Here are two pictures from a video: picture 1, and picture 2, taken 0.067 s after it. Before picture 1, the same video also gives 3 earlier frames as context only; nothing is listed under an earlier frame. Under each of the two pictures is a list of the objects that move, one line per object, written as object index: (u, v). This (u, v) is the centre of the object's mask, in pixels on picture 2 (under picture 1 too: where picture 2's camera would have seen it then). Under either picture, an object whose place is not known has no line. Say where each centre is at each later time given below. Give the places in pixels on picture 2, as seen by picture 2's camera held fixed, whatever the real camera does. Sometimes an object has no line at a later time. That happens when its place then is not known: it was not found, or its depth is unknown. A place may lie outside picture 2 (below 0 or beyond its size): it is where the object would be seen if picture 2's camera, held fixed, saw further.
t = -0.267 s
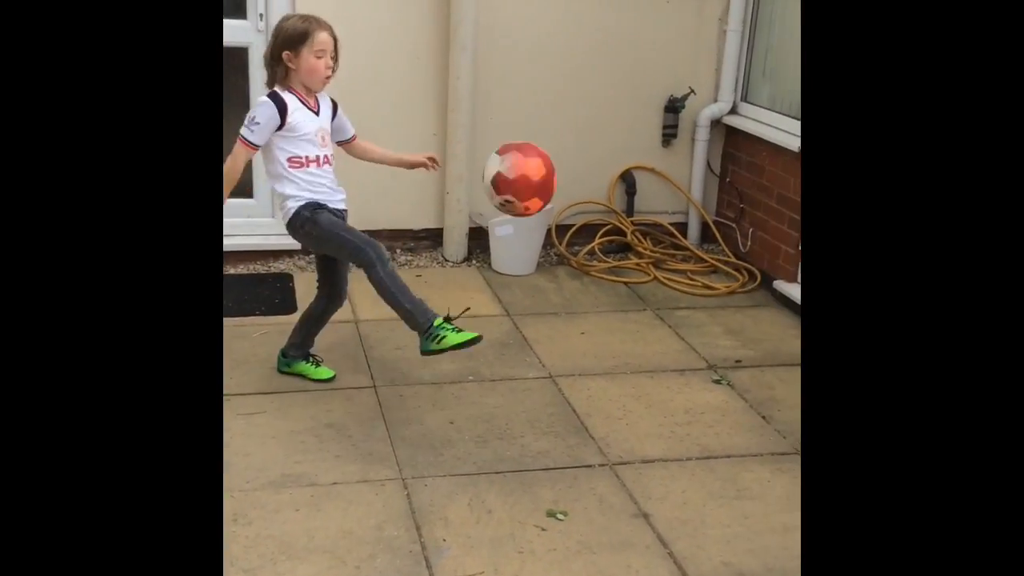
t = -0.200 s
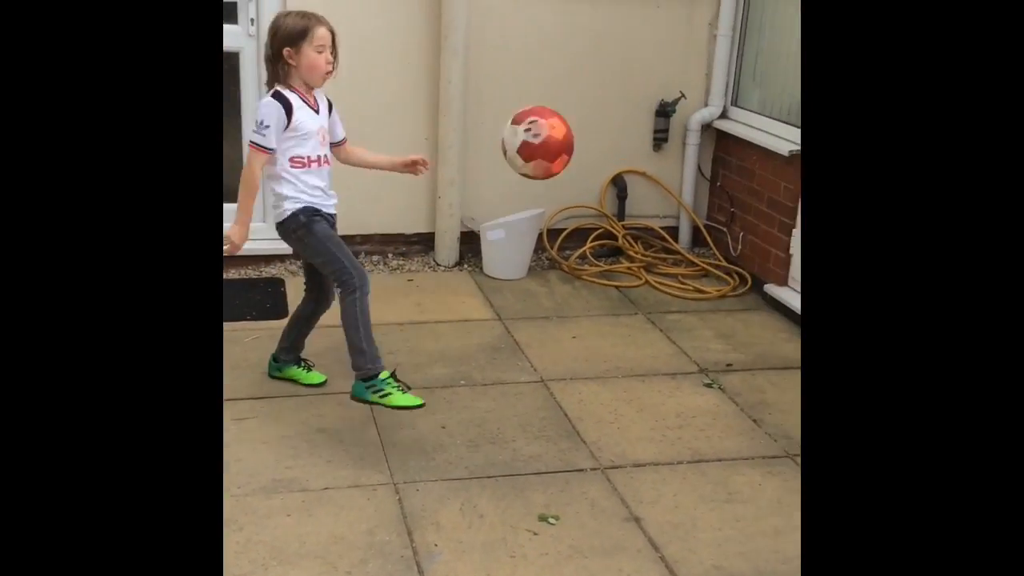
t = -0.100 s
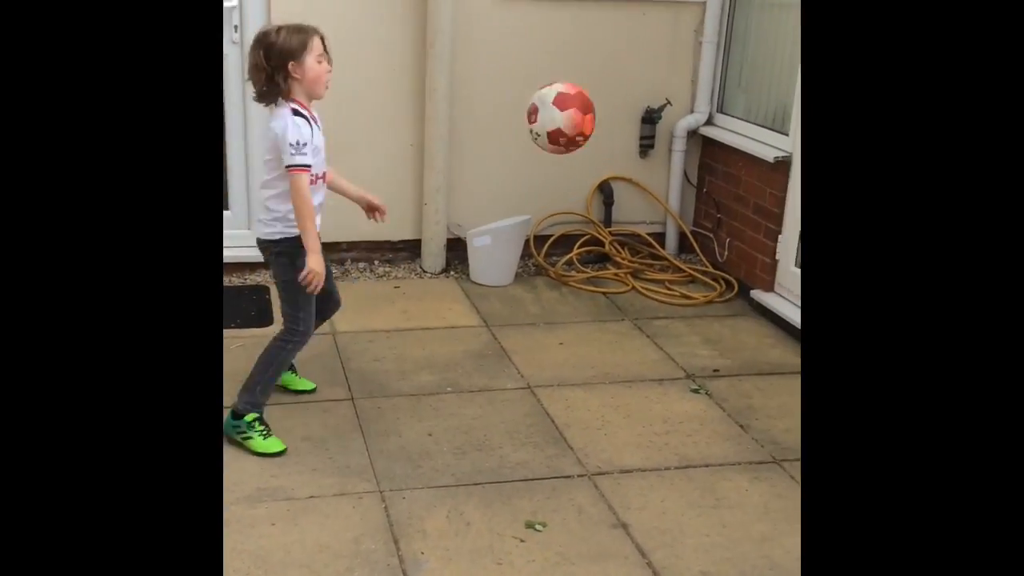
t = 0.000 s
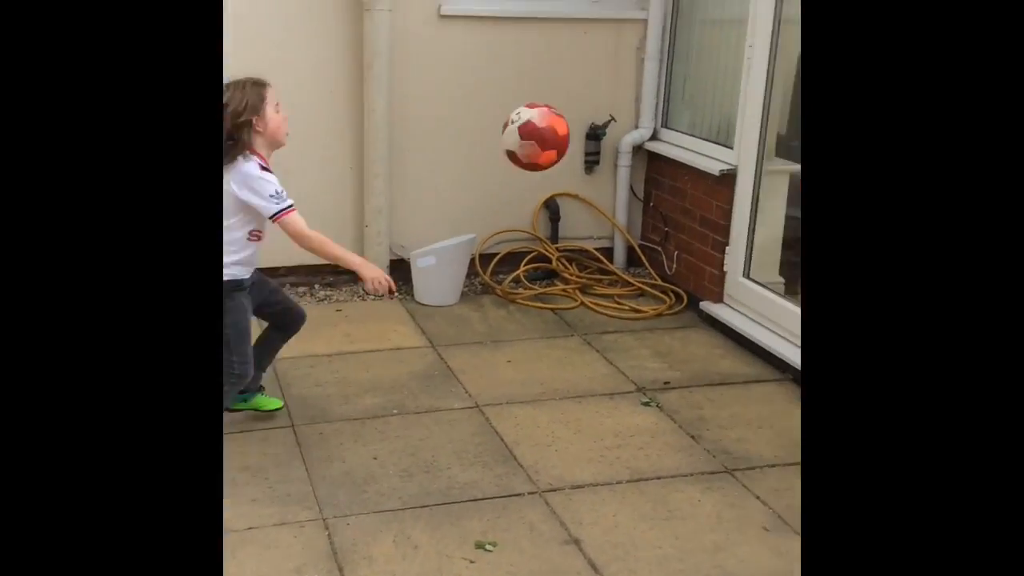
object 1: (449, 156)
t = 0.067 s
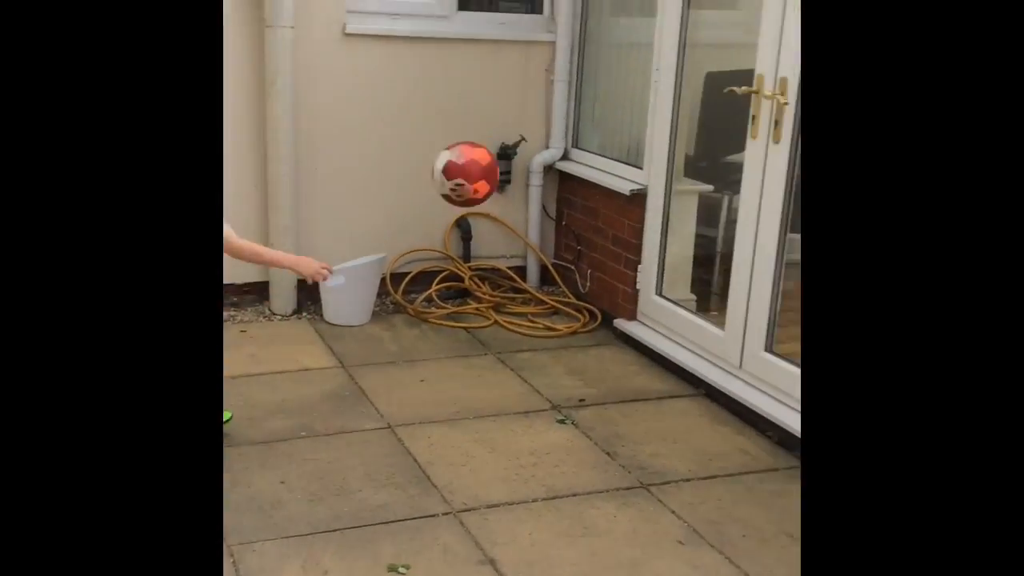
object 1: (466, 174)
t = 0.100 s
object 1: (475, 187)
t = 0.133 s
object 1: (484, 204)
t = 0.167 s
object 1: (492, 223)
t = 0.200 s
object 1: (500, 243)
